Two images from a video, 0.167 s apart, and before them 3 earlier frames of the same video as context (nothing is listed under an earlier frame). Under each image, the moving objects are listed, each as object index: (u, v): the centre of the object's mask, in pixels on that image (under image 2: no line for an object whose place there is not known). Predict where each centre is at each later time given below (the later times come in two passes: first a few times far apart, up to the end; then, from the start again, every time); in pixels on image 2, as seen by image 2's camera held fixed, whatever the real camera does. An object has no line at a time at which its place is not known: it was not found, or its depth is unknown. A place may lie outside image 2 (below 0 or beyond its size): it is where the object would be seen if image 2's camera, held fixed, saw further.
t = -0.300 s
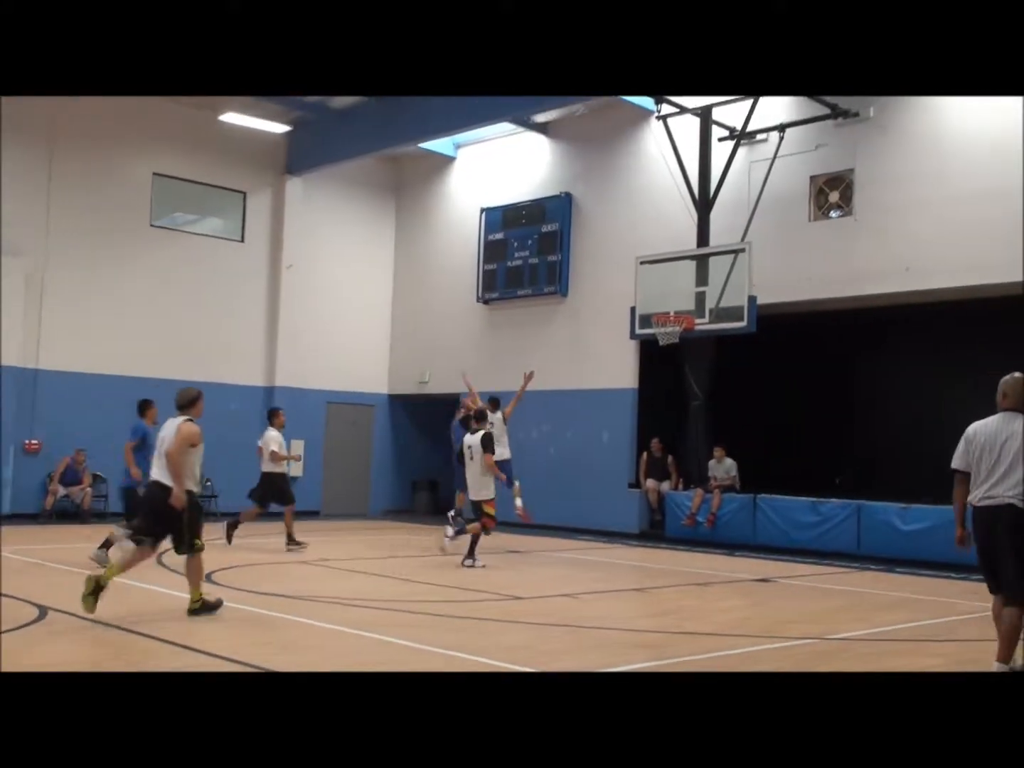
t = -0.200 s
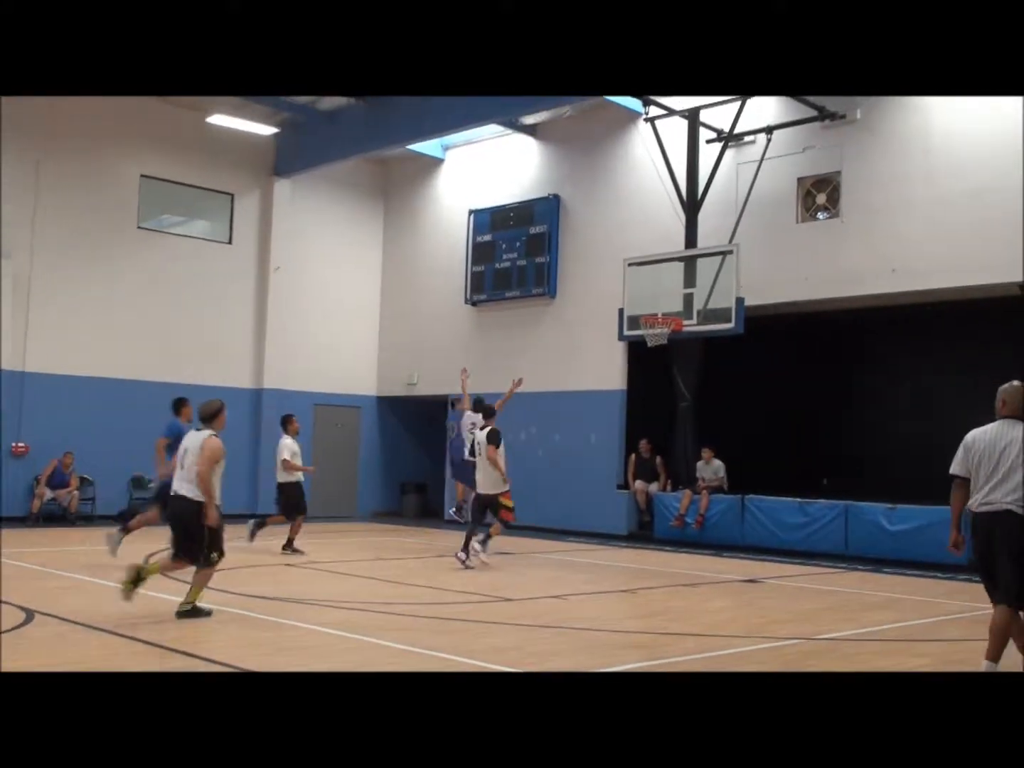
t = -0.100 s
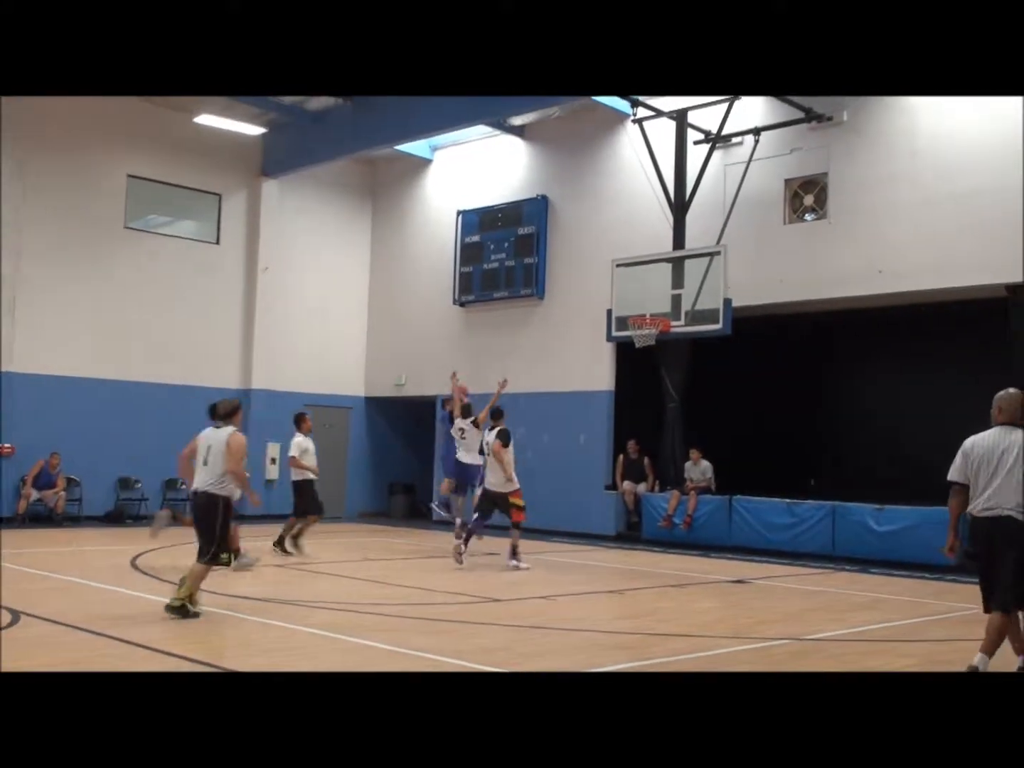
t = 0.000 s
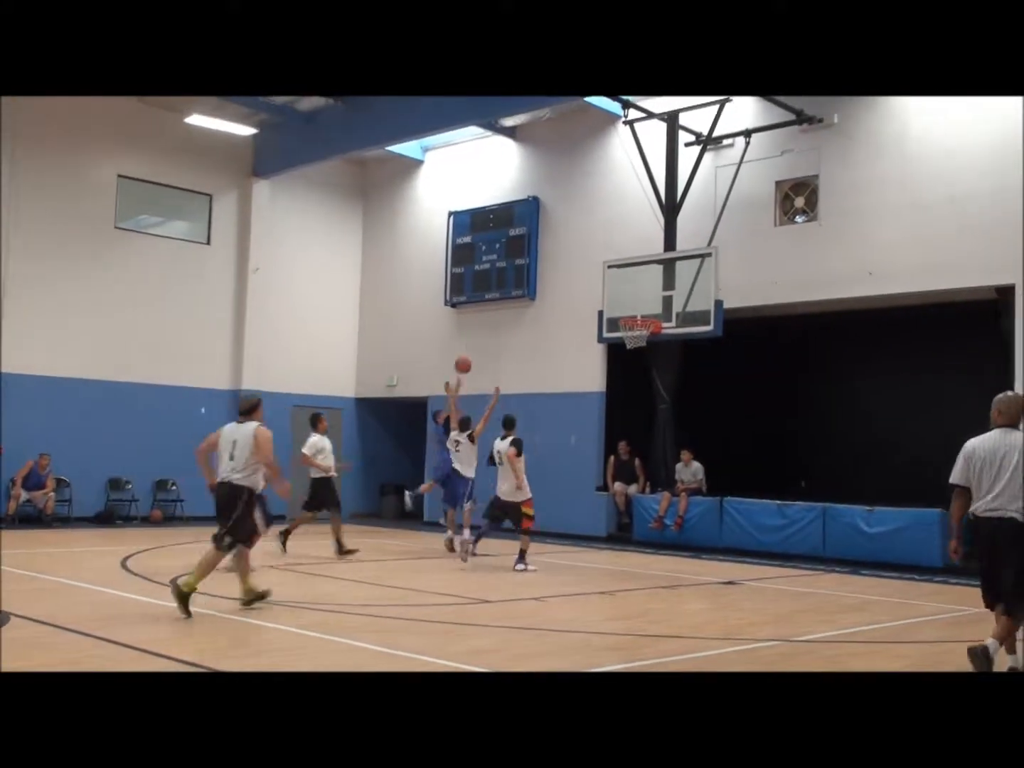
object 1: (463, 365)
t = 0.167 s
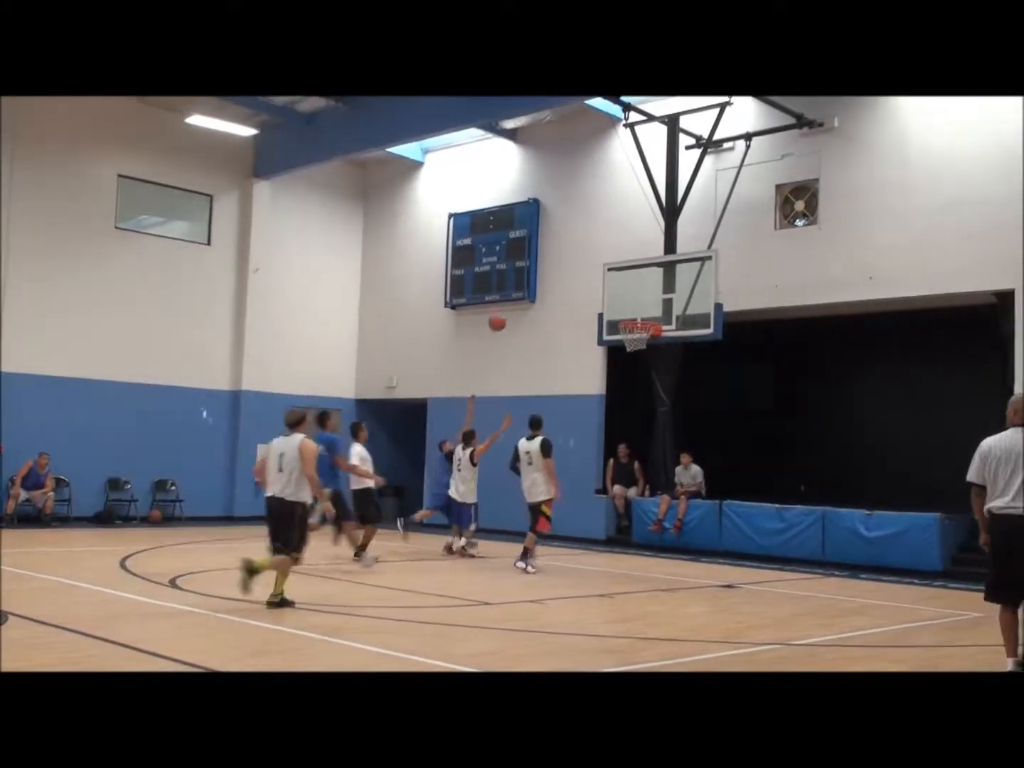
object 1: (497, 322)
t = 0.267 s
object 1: (517, 304)
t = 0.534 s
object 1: (571, 293)
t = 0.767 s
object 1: (607, 316)
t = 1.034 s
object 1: (549, 322)
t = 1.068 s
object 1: (542, 327)
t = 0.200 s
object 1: (504, 316)
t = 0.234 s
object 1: (510, 310)
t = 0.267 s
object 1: (517, 304)
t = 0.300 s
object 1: (524, 300)
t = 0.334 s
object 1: (530, 297)
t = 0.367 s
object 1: (536, 294)
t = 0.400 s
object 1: (544, 293)
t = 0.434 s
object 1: (551, 291)
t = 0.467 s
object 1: (557, 291)
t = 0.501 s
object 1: (564, 292)
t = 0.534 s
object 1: (571, 293)
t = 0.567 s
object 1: (578, 295)
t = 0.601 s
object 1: (585, 298)
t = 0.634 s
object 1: (592, 302)
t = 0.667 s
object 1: (598, 306)
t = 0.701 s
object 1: (607, 312)
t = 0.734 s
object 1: (612, 318)
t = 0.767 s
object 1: (607, 316)
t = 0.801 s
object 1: (599, 314)
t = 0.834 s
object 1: (592, 313)
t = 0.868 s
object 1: (585, 312)
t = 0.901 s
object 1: (578, 312)
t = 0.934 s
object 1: (571, 313)
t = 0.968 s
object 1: (564, 315)
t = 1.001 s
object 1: (557, 318)
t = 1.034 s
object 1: (549, 322)
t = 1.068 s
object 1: (542, 327)
